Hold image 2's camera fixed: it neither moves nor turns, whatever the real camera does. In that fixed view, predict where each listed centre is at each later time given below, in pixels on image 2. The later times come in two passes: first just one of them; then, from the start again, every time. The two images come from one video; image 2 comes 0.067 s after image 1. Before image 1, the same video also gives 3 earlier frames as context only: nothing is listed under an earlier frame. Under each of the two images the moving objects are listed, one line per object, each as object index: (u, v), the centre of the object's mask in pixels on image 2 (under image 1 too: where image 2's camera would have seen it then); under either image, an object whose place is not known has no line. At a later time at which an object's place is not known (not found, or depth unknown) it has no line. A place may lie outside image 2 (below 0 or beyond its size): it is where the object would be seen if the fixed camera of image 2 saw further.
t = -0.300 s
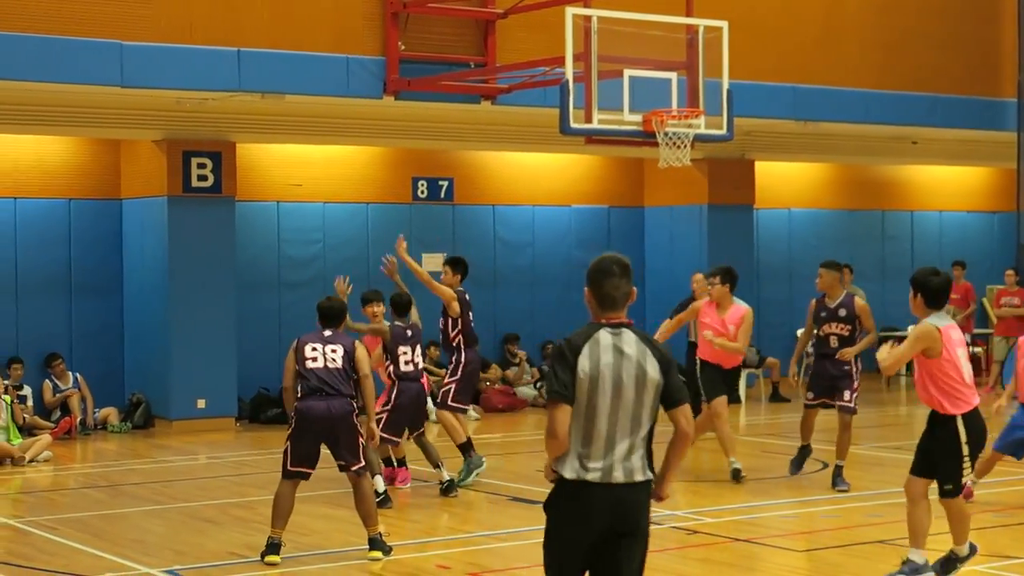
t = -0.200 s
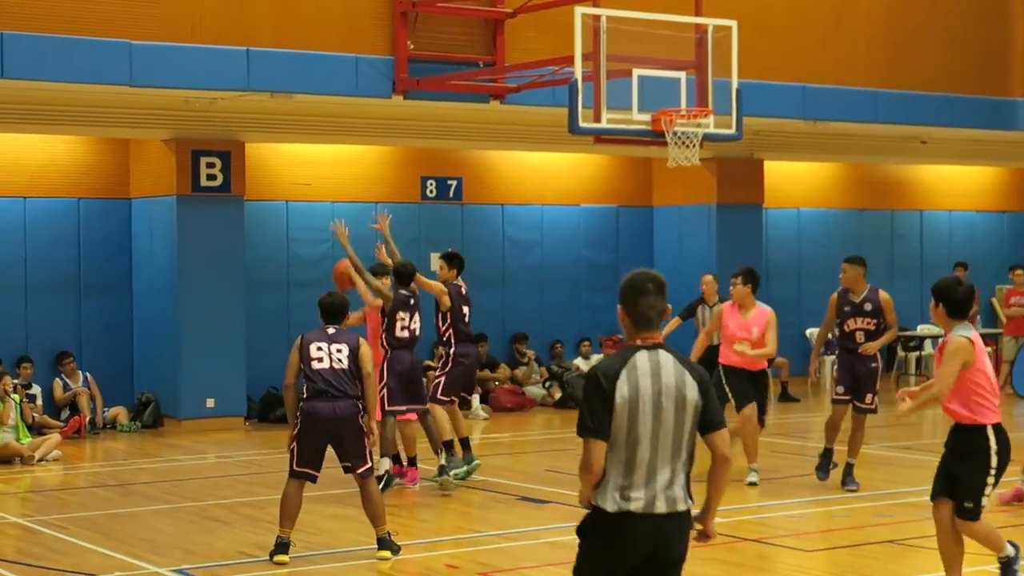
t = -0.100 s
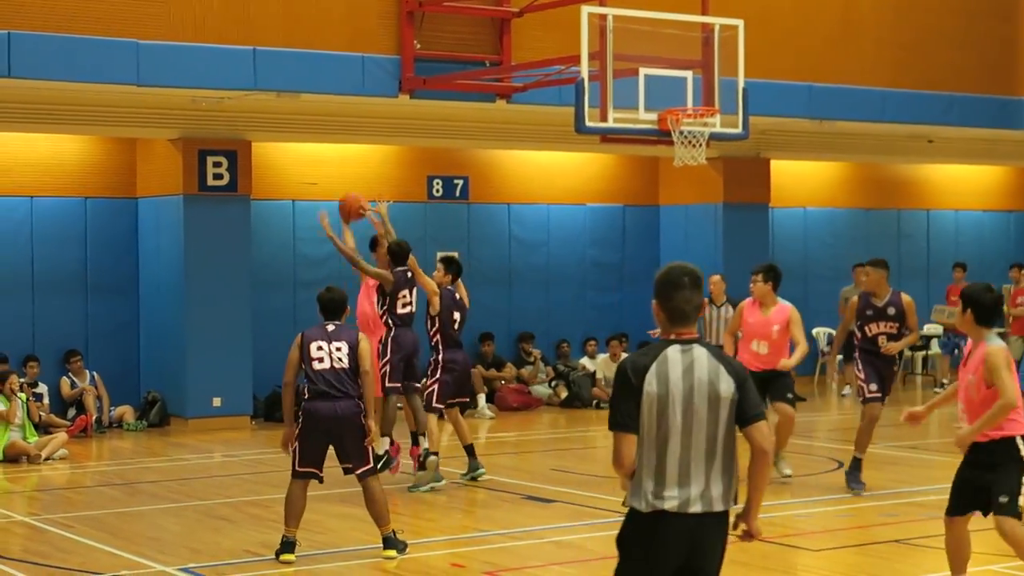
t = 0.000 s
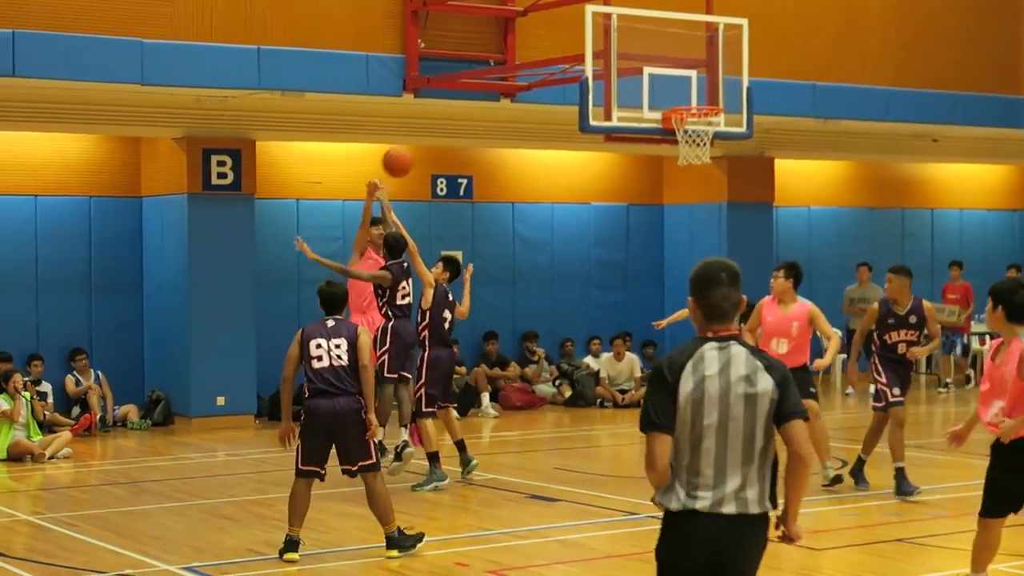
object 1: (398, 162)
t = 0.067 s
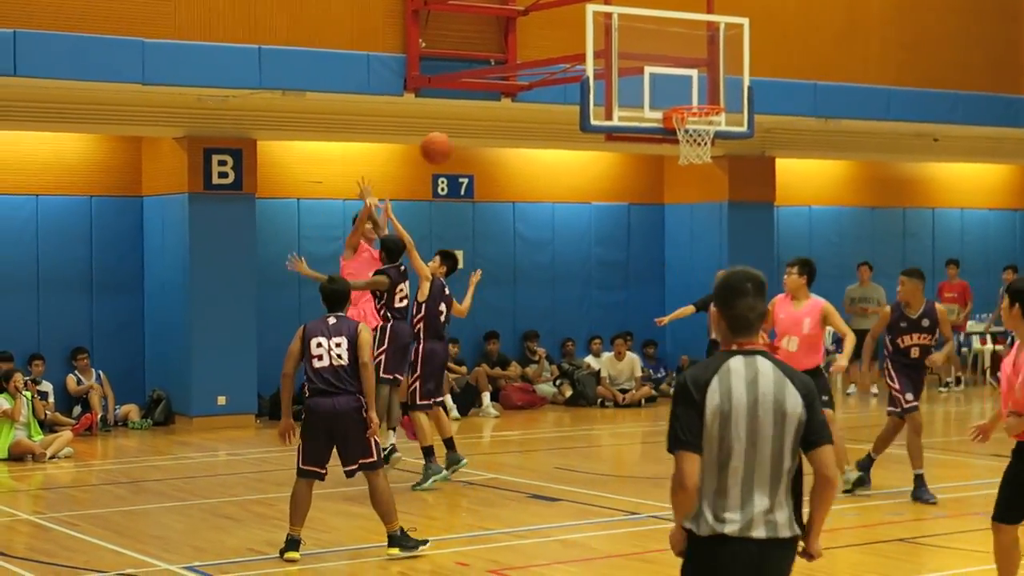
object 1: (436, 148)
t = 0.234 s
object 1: (546, 139)
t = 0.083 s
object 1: (446, 145)
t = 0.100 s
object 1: (456, 144)
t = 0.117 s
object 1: (467, 142)
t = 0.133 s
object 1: (478, 140)
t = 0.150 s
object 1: (488, 139)
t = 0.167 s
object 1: (499, 139)
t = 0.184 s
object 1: (511, 138)
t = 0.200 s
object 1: (523, 138)
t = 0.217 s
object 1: (534, 138)
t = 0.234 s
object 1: (546, 139)
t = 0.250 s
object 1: (558, 139)
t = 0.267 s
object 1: (572, 141)
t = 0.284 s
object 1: (585, 143)
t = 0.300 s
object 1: (597, 145)
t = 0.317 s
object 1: (611, 148)
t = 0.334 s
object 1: (624, 151)
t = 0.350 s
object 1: (638, 154)
